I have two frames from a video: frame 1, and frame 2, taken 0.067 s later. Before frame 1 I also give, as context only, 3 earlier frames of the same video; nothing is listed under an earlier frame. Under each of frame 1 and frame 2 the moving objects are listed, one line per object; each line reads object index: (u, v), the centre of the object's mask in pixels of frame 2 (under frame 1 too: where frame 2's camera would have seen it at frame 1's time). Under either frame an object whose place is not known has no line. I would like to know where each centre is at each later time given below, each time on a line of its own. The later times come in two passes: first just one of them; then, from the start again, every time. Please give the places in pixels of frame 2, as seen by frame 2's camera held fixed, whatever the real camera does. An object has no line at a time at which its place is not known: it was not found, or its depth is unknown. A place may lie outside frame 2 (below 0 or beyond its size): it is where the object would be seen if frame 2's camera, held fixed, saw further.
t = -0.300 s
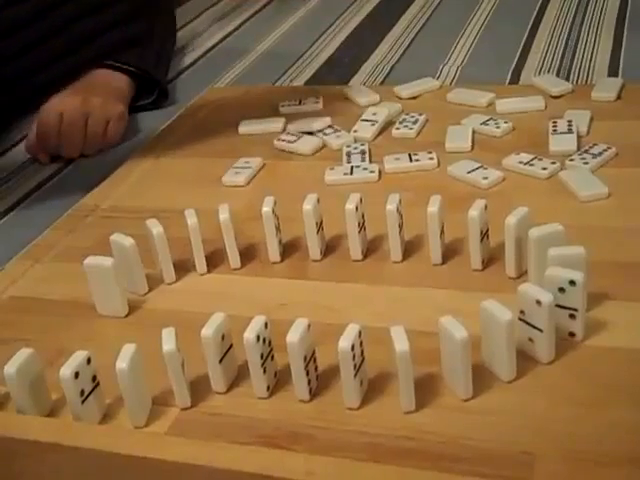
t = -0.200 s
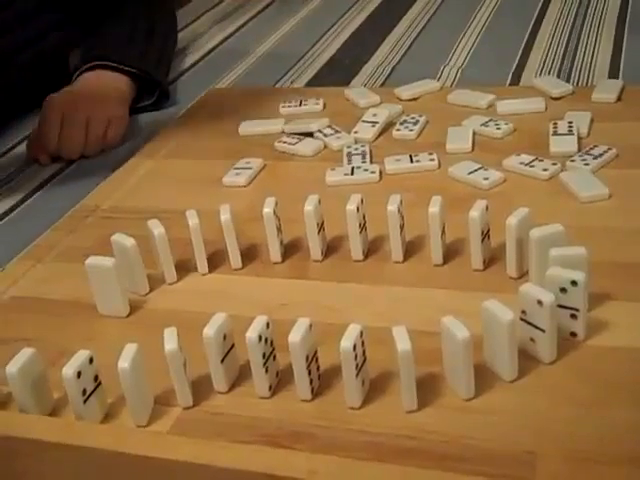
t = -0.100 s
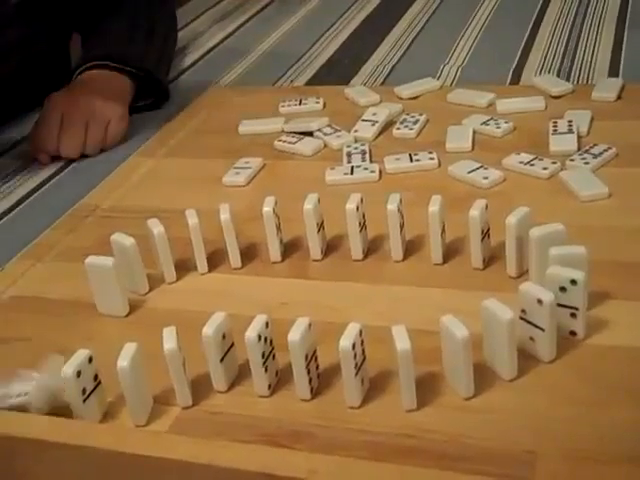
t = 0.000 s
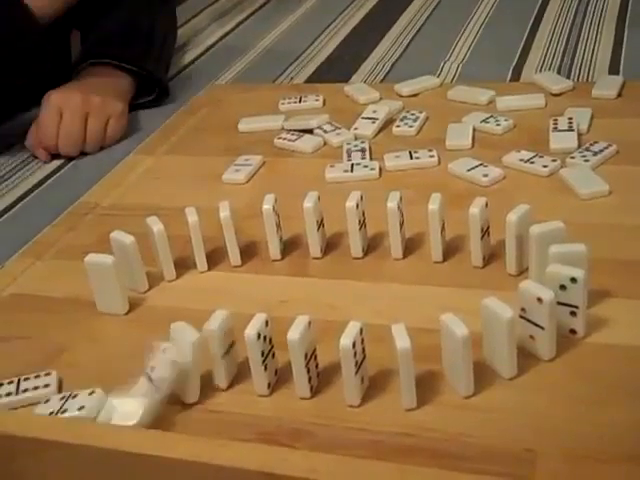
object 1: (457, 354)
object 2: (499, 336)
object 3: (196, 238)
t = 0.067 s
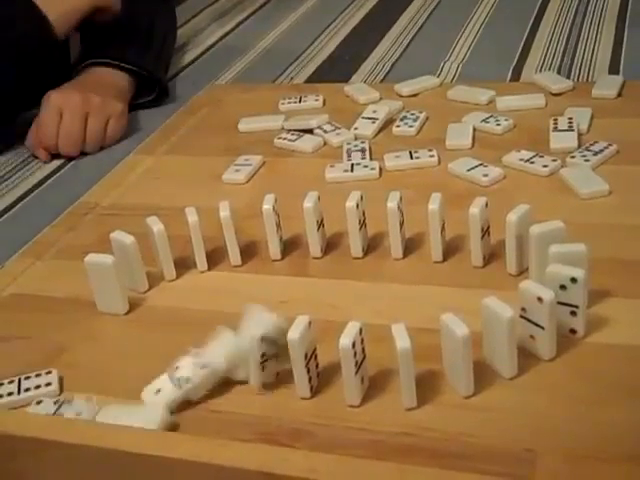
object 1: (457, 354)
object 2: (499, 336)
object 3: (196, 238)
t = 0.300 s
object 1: (476, 348)
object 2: (508, 332)
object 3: (196, 238)
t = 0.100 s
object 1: (457, 354)
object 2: (499, 337)
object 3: (196, 238)
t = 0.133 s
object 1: (457, 354)
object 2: (499, 337)
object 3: (196, 239)
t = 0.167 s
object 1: (457, 354)
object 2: (499, 336)
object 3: (199, 244)
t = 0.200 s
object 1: (457, 354)
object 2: (499, 336)
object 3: (196, 238)
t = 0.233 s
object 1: (459, 354)
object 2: (500, 336)
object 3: (196, 238)
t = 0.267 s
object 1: (469, 349)
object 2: (502, 337)
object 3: (196, 238)
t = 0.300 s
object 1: (476, 348)
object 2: (508, 332)
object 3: (196, 238)
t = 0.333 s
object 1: (482, 352)
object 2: (520, 329)
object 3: (196, 238)
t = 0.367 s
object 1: (484, 358)
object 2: (530, 334)
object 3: (196, 238)
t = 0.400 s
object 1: (483, 362)
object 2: (538, 341)
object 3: (196, 238)
